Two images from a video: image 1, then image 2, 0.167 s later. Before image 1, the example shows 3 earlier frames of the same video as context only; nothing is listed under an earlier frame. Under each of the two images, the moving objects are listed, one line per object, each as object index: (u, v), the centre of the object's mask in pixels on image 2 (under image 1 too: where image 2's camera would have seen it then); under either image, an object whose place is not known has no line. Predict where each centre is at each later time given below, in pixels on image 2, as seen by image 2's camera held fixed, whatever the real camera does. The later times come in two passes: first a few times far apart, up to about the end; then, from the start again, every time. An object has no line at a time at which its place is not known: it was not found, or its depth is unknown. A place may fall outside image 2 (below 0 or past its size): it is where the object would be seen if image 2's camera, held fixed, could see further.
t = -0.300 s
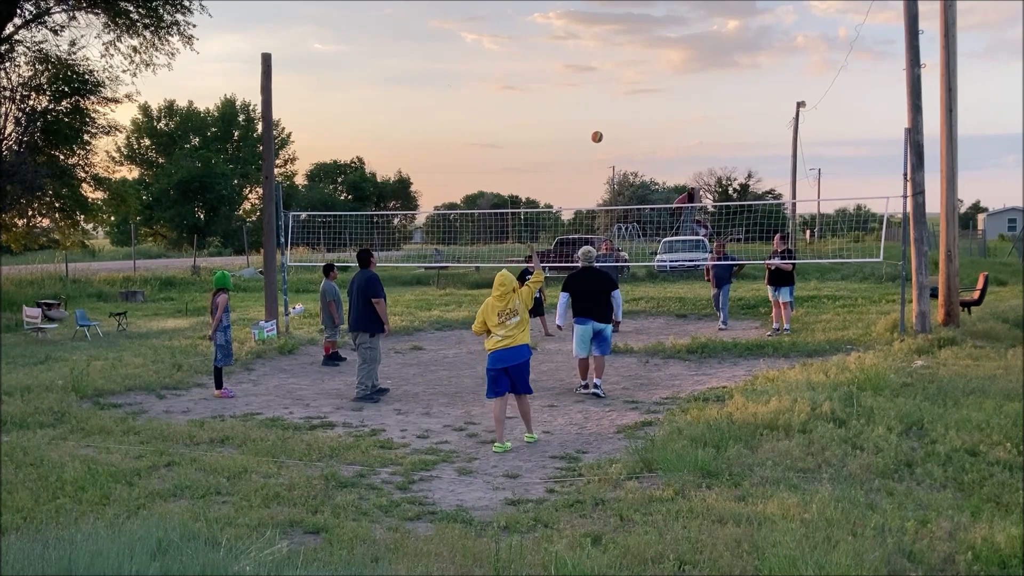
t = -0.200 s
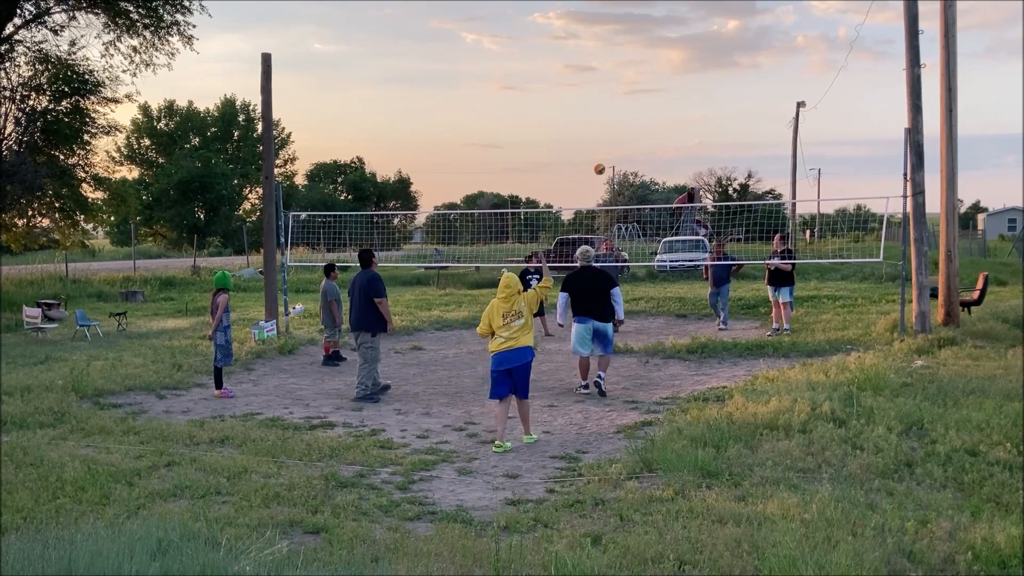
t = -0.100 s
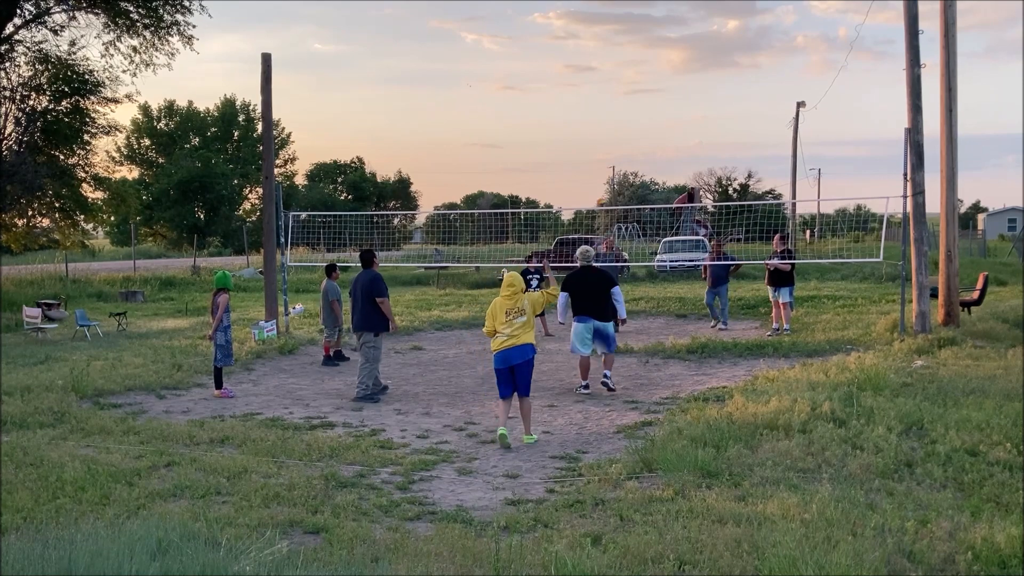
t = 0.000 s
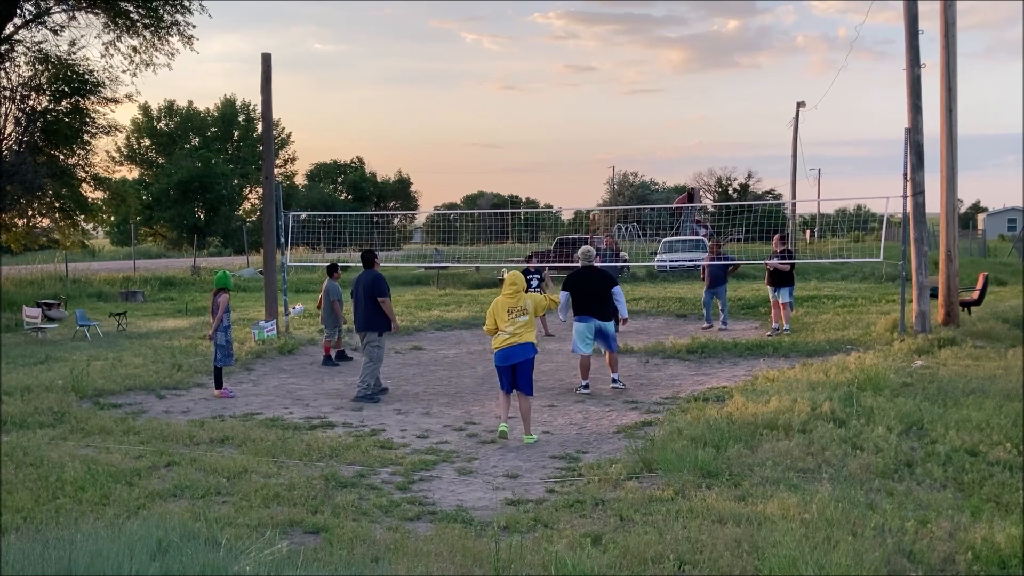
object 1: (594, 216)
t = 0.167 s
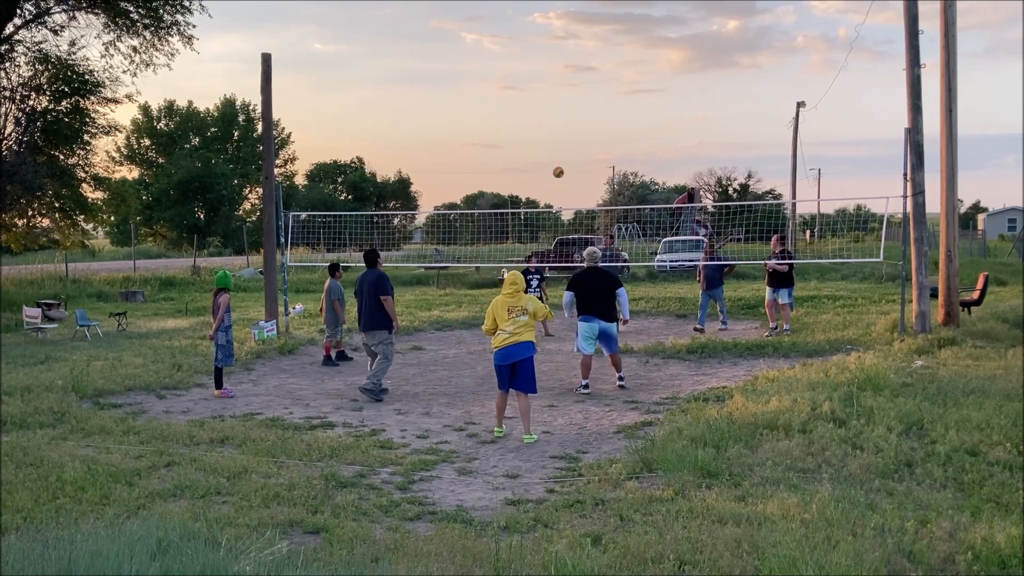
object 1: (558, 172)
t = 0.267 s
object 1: (534, 151)
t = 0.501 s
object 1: (472, 119)
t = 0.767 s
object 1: (392, 118)
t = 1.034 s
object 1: (303, 166)
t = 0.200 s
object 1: (550, 165)
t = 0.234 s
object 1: (542, 158)
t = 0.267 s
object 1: (534, 151)
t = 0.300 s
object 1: (525, 145)
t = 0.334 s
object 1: (517, 139)
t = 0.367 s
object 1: (508, 134)
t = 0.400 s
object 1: (499, 130)
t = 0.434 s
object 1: (490, 125)
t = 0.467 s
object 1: (481, 122)
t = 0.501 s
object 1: (472, 119)
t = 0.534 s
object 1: (462, 117)
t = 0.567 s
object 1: (453, 115)
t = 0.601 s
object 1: (443, 114)
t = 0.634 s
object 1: (433, 113)
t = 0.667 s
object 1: (423, 114)
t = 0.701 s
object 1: (413, 114)
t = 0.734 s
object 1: (402, 116)
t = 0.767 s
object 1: (392, 118)
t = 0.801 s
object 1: (381, 121)
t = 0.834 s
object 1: (370, 125)
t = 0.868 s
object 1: (359, 130)
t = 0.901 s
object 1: (348, 135)
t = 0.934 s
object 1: (337, 141)
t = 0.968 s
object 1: (326, 149)
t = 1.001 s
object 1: (314, 157)
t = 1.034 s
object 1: (303, 166)
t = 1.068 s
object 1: (291, 176)
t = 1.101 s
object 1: (279, 187)
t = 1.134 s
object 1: (268, 199)
